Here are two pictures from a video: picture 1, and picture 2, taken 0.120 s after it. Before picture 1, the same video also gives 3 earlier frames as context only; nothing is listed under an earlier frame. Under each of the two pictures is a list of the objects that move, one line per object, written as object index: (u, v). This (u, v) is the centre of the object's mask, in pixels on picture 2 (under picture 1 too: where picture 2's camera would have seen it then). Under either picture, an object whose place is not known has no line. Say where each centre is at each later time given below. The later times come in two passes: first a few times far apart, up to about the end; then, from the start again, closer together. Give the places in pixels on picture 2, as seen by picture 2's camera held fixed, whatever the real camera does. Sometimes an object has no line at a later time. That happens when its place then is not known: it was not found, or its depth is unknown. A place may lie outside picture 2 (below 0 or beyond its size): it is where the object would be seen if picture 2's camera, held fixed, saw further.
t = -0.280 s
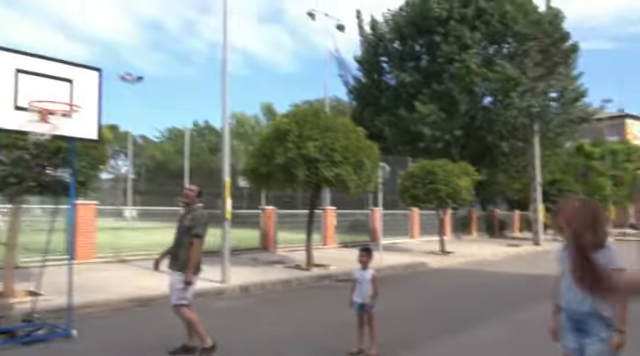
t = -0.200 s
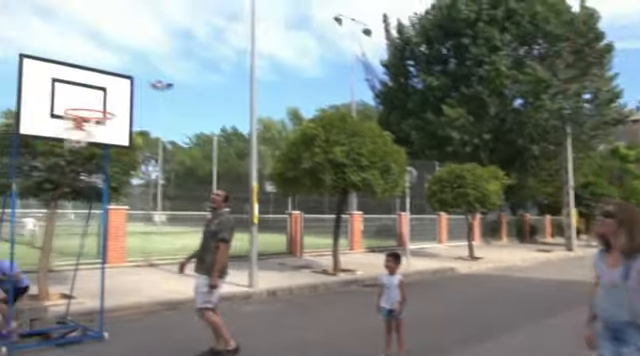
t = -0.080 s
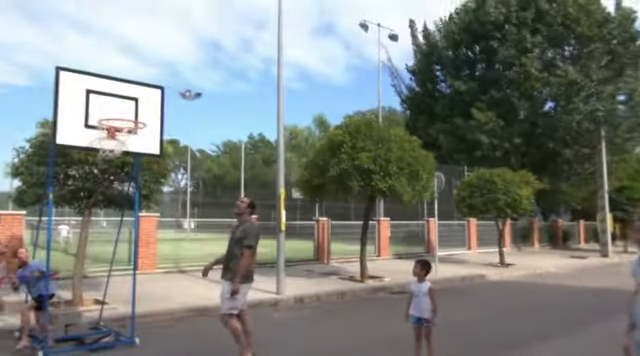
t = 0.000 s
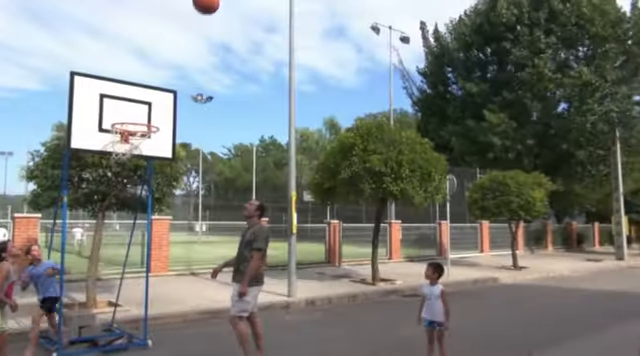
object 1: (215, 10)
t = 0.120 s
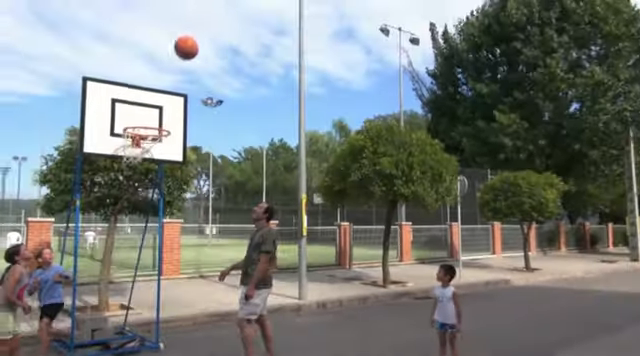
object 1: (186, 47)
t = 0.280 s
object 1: (153, 113)
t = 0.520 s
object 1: (146, 157)
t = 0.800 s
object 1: (135, 215)
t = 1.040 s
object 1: (119, 338)
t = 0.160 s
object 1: (177, 63)
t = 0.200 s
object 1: (169, 79)
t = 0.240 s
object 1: (161, 95)
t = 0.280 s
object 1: (153, 113)
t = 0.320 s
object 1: (146, 130)
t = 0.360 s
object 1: (146, 142)
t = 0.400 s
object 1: (148, 152)
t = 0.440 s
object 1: (147, 155)
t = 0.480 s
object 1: (147, 156)
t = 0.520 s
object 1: (146, 157)
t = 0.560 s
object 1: (146, 159)
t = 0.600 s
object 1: (143, 166)
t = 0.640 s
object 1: (142, 171)
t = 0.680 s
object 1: (141, 179)
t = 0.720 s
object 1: (140, 187)
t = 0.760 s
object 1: (137, 202)
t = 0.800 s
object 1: (135, 215)
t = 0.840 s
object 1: (132, 230)
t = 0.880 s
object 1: (130, 248)
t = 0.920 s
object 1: (127, 267)
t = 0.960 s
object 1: (124, 288)
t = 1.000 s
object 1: (121, 313)
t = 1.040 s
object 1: (119, 338)
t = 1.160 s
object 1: (110, 354)
